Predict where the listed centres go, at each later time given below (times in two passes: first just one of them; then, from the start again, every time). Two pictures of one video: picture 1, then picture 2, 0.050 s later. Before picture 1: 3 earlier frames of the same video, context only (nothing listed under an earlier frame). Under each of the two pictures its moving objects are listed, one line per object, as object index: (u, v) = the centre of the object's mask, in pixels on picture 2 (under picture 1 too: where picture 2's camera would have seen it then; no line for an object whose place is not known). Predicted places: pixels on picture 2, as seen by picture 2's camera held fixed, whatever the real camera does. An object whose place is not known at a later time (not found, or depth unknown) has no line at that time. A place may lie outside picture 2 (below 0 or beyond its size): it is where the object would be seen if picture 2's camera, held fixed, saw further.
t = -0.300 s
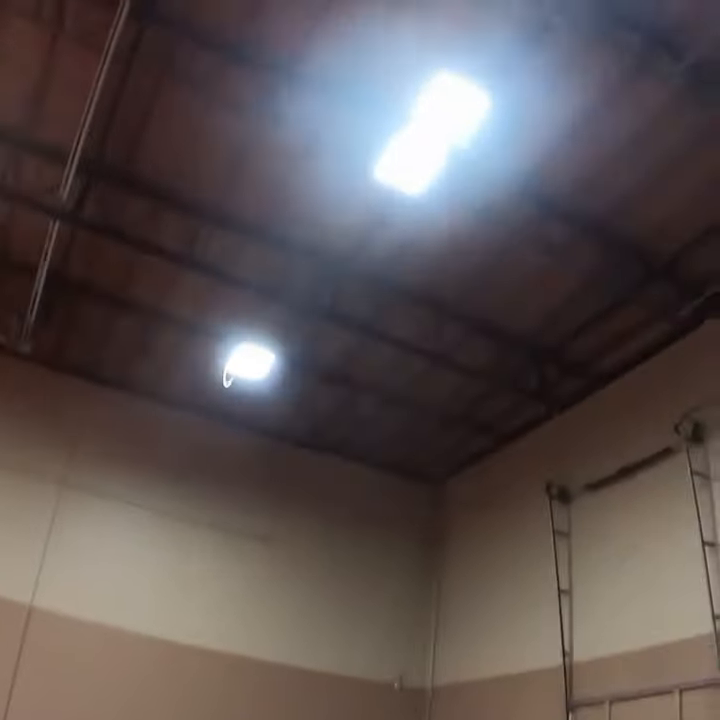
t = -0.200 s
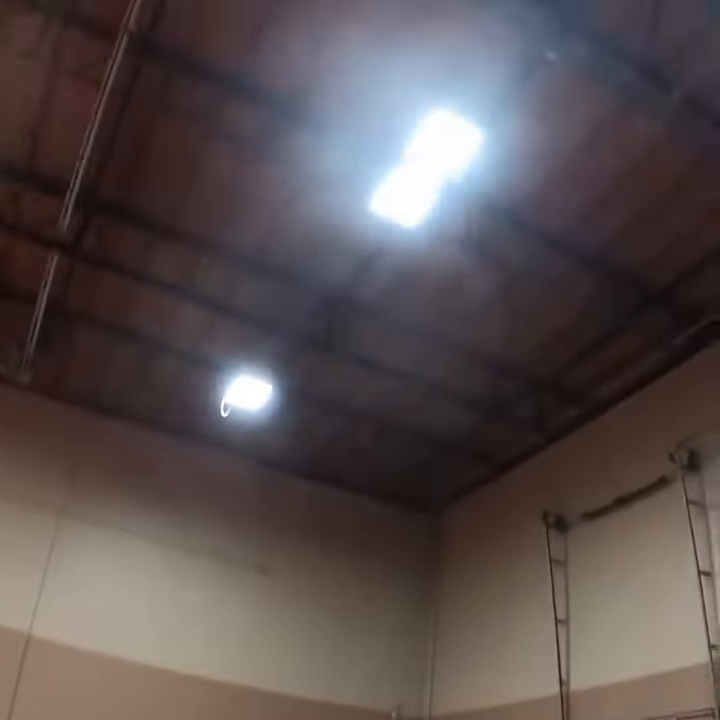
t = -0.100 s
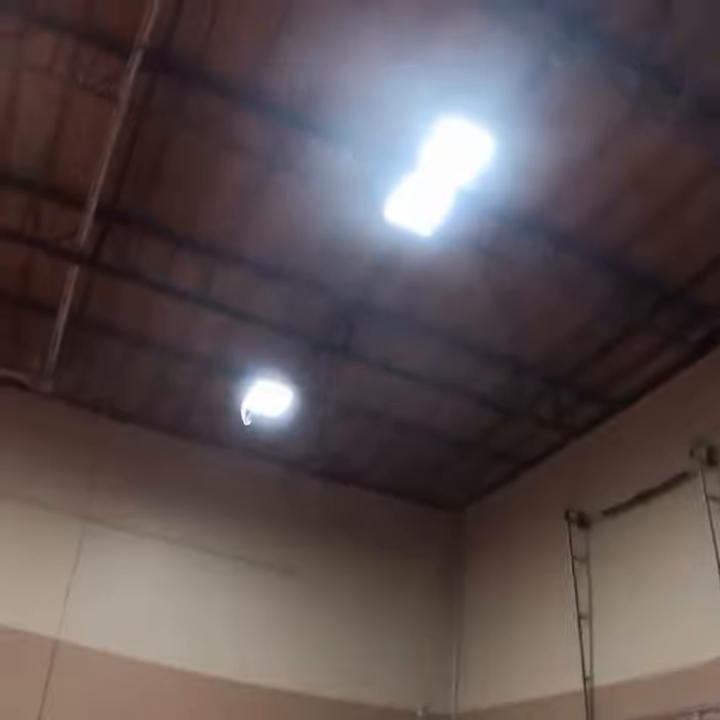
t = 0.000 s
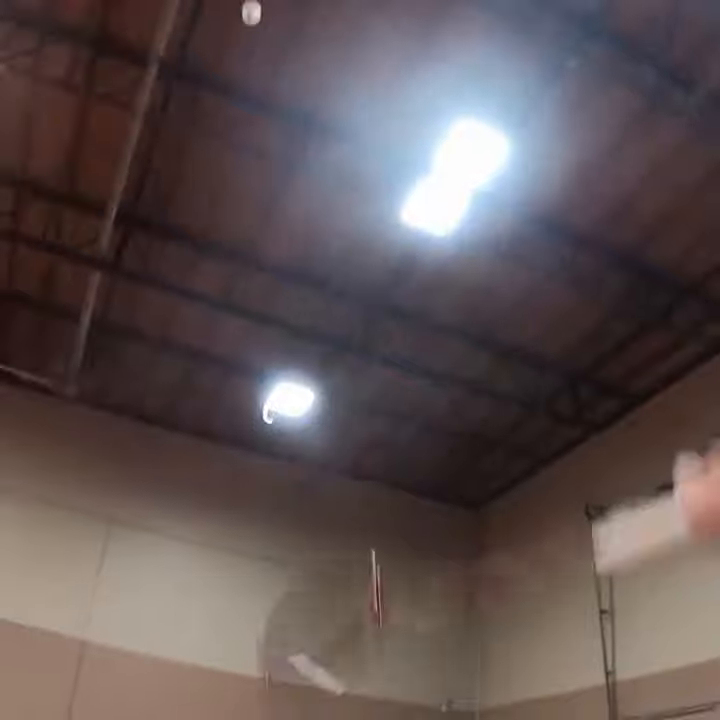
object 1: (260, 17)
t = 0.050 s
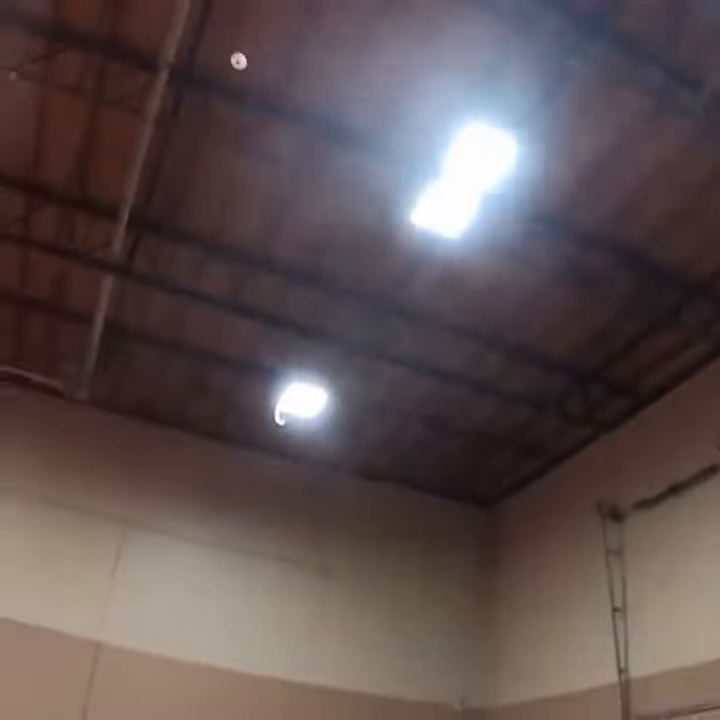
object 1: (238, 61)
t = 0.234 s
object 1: (212, 127)
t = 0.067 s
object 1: (234, 70)
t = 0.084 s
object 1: (230, 79)
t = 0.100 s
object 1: (227, 87)
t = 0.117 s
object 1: (225, 93)
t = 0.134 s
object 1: (222, 99)
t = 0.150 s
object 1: (220, 104)
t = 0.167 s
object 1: (218, 110)
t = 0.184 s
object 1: (217, 114)
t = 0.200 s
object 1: (215, 118)
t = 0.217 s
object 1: (213, 122)
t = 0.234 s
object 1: (212, 127)
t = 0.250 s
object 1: (210, 132)
